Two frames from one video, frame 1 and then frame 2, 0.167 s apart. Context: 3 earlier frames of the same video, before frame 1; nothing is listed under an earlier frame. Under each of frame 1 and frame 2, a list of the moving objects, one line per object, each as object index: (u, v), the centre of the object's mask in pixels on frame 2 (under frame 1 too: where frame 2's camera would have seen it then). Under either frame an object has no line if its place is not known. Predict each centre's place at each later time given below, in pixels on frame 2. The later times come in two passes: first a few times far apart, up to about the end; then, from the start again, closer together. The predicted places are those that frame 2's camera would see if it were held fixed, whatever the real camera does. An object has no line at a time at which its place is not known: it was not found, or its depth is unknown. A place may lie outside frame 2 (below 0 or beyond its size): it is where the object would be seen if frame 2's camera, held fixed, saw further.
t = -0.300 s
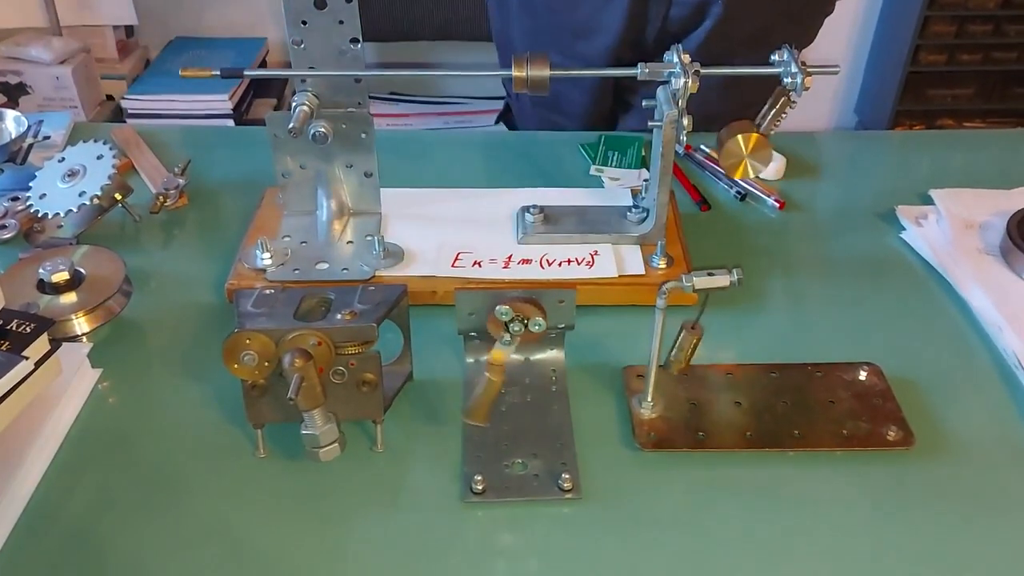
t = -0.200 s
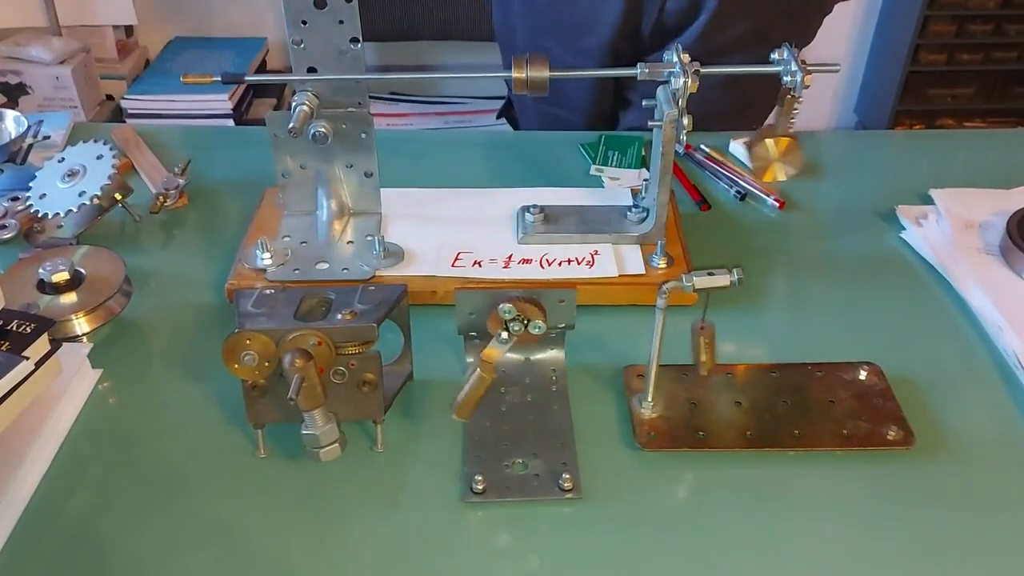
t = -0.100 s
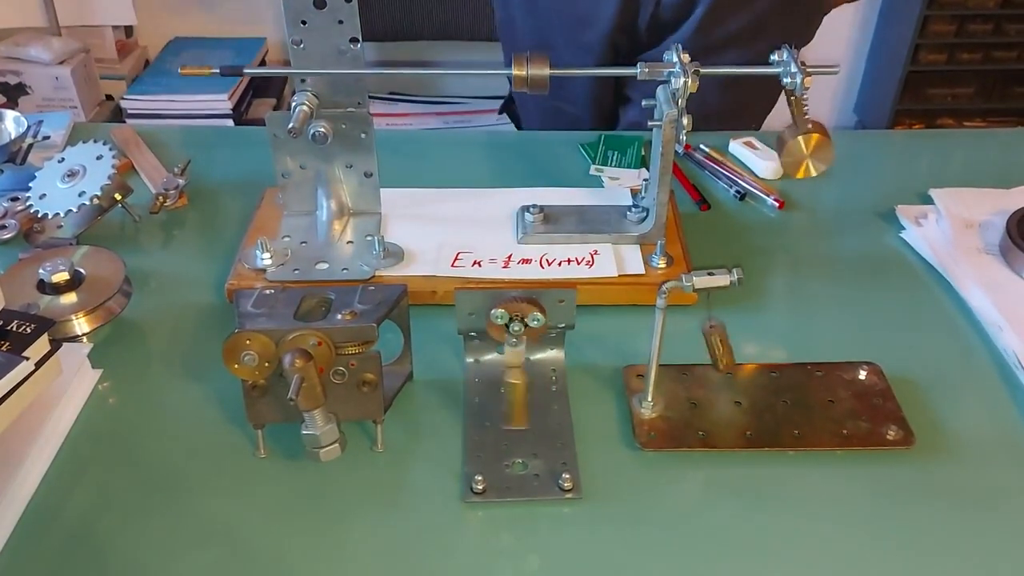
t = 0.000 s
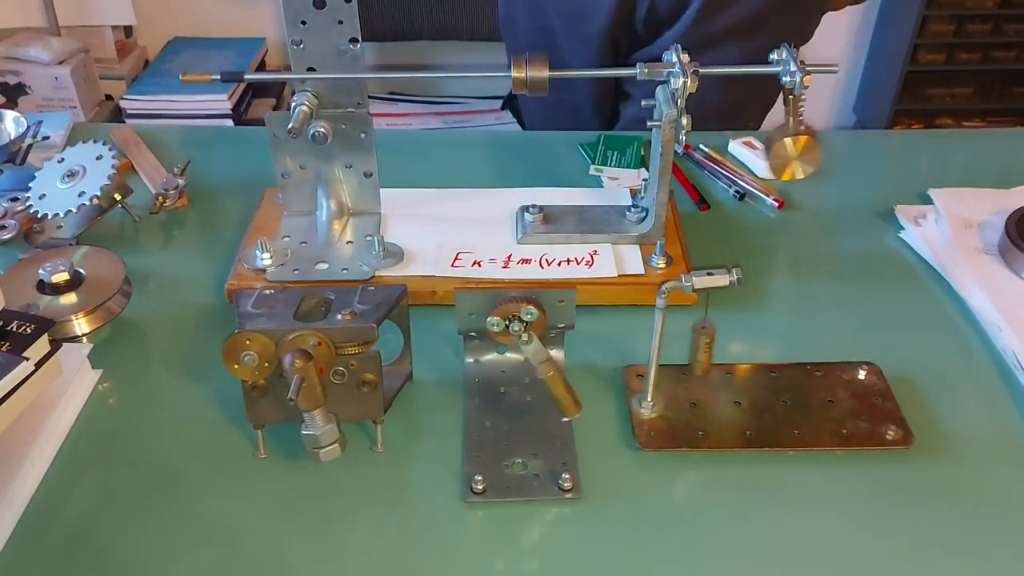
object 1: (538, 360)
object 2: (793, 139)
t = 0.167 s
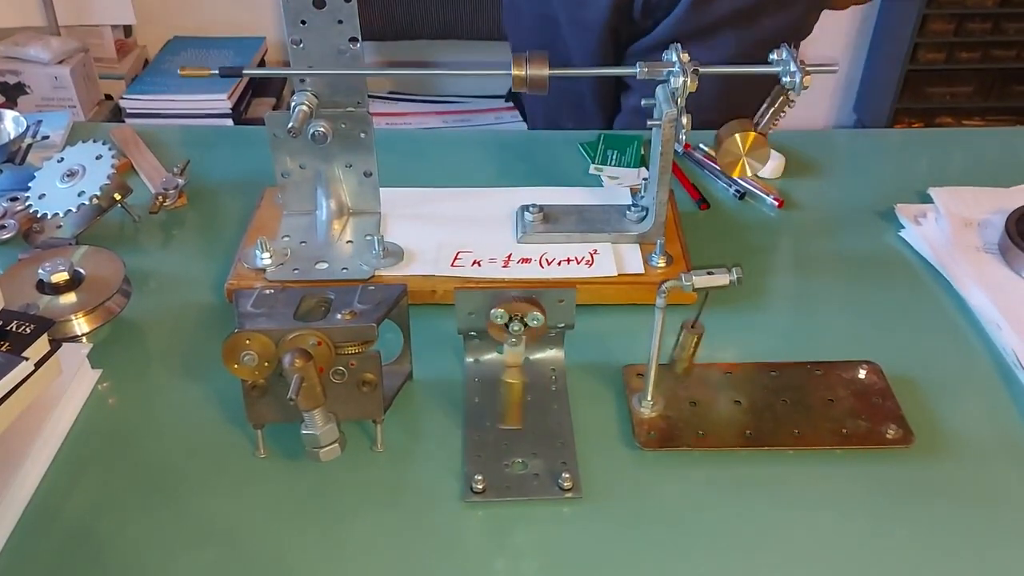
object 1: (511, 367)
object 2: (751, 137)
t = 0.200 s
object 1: (501, 364)
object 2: (751, 137)
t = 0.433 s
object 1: (517, 363)
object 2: (803, 138)
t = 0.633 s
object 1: (526, 363)
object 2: (754, 137)
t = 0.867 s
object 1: (494, 362)
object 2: (796, 138)
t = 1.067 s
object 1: (539, 361)
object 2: (772, 139)
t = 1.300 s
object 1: (490, 361)
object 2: (775, 137)
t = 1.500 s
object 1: (525, 362)
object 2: (793, 139)
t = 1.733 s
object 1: (507, 367)
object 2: (755, 136)
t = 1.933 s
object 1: (502, 363)
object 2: (803, 137)
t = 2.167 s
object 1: (529, 360)
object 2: (750, 136)
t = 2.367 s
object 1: (491, 360)
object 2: (795, 138)
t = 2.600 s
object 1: (536, 361)
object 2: (762, 140)
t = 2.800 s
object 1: (499, 363)
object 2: (772, 140)
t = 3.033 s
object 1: (521, 361)
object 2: (785, 141)
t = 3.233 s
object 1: (521, 363)
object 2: (754, 136)
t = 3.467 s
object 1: (500, 362)
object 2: (801, 137)
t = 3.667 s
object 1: (535, 362)
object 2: (751, 136)
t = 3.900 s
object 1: (492, 361)
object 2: (800, 138)
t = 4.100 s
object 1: (528, 361)
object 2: (763, 140)
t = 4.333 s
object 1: (503, 364)
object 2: (782, 141)
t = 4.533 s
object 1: (509, 364)
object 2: (785, 138)
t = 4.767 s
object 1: (522, 362)
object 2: (761, 140)
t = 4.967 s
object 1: (494, 361)
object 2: (800, 137)
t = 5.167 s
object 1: (531, 361)
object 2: (750, 137)
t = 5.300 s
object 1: (518, 363)
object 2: (770, 140)
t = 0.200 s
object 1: (501, 364)
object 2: (751, 137)
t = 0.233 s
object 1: (493, 362)
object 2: (756, 138)
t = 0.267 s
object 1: (488, 361)
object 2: (765, 139)
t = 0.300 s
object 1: (487, 361)
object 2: (778, 138)
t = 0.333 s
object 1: (491, 362)
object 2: (788, 138)
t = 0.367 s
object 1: (497, 363)
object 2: (796, 138)
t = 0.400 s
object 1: (507, 362)
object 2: (802, 138)
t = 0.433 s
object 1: (517, 363)
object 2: (803, 138)
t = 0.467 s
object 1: (527, 363)
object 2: (801, 138)
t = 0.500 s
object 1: (534, 361)
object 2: (793, 139)
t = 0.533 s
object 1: (539, 362)
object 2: (783, 139)
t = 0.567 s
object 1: (539, 362)
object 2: (771, 141)
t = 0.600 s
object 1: (534, 361)
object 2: (762, 140)
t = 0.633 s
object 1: (526, 363)
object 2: (754, 137)
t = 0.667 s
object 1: (516, 365)
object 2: (751, 136)
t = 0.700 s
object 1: (507, 365)
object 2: (751, 136)
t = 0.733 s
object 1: (497, 363)
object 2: (756, 137)
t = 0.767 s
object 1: (491, 361)
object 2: (764, 139)
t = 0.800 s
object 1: (489, 361)
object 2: (775, 140)
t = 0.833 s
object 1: (489, 361)
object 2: (787, 138)
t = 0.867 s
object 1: (494, 362)
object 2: (796, 138)
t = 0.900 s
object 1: (502, 364)
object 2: (802, 138)
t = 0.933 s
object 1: (511, 366)
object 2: (803, 138)
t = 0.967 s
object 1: (522, 363)
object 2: (801, 138)
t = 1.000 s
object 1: (531, 363)
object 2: (793, 138)
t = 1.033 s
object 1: (536, 360)
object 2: (784, 138)
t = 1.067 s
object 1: (539, 361)
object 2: (772, 139)
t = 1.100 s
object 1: (537, 361)
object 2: (763, 139)
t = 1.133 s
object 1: (531, 363)
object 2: (754, 136)
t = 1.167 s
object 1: (522, 363)
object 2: (750, 136)
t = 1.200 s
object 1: (512, 365)
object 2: (751, 136)
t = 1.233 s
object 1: (503, 364)
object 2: (755, 137)
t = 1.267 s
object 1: (494, 363)
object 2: (764, 139)
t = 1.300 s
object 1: (490, 361)
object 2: (775, 137)
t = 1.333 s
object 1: (489, 361)
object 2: (786, 138)
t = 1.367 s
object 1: (492, 361)
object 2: (796, 138)
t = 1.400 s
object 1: (497, 364)
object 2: (801, 138)
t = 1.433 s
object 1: (506, 366)
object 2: (802, 138)
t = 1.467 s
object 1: (516, 362)
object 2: (800, 138)
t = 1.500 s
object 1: (525, 362)
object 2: (793, 139)
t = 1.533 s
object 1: (533, 360)
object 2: (783, 138)
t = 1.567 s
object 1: (537, 360)
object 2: (771, 140)
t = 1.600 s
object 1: (537, 360)
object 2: (761, 139)
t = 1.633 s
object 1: (533, 360)
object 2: (754, 136)
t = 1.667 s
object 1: (525, 361)
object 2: (750, 135)
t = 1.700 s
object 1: (517, 363)
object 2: (751, 135)
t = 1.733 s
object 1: (507, 367)
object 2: (755, 136)
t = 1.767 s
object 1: (499, 362)
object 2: (763, 139)
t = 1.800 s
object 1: (492, 361)
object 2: (773, 139)
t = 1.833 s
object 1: (489, 361)
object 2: (784, 140)
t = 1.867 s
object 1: (489, 362)
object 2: (794, 138)
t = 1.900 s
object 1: (495, 361)
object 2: (800, 137)
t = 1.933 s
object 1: (502, 363)
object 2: (803, 137)
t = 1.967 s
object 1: (511, 364)
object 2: (800, 137)
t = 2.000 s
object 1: (520, 361)
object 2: (794, 137)
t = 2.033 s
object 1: (528, 360)
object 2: (784, 137)
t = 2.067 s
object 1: (535, 361)
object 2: (773, 136)
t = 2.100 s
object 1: (537, 361)
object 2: (762, 139)
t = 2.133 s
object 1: (535, 361)
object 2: (754, 136)
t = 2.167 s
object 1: (529, 360)
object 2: (750, 136)
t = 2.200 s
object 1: (521, 363)
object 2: (751, 136)
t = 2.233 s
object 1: (512, 365)
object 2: (755, 137)
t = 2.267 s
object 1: (503, 363)
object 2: (762, 140)
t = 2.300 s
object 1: (496, 362)
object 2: (773, 140)
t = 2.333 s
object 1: (491, 361)
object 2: (784, 140)
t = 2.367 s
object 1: (491, 360)
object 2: (795, 138)
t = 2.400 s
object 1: (493, 360)
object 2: (801, 137)
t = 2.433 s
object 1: (498, 363)
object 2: (803, 137)
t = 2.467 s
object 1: (506, 366)
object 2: (800, 138)
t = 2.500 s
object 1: (516, 362)
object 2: (794, 138)
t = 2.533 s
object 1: (524, 360)
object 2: (783, 141)
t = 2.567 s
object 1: (531, 360)
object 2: (772, 140)
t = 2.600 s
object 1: (536, 361)
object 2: (762, 140)
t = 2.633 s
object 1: (536, 362)
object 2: (754, 137)
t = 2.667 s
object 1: (532, 361)
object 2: (751, 136)
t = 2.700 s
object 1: (525, 360)
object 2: (750, 136)
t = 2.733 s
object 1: (517, 361)
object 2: (754, 137)
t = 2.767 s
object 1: (507, 364)
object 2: (762, 139)
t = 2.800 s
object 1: (499, 363)
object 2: (772, 140)
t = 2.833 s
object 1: (494, 361)
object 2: (784, 140)
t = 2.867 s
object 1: (490, 361)
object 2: (794, 138)
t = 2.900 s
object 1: (490, 362)
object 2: (800, 136)
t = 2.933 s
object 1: (495, 362)
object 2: (803, 136)
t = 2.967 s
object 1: (503, 363)
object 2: (801, 136)
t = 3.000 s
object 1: (512, 364)
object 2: (795, 137)
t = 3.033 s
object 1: (521, 361)
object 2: (785, 141)
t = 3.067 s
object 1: (528, 361)
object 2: (773, 140)
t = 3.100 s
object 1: (535, 362)
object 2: (763, 140)
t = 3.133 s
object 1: (537, 362)
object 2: (755, 137)
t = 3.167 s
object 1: (534, 361)
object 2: (751, 136)
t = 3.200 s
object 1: (529, 362)
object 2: (751, 136)
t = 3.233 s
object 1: (521, 363)
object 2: (754, 136)
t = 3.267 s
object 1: (512, 366)
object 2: (762, 139)
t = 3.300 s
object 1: (504, 364)
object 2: (772, 140)
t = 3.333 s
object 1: (497, 362)
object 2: (783, 141)
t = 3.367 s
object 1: (493, 361)
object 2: (794, 138)
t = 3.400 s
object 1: (492, 361)
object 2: (800, 137)
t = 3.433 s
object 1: (494, 361)
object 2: (802, 137)
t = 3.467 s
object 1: (500, 362)
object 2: (801, 137)
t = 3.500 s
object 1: (509, 362)
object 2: (795, 137)
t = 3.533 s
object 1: (516, 364)
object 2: (785, 137)
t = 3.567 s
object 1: (524, 361)
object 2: (773, 140)
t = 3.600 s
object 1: (531, 362)
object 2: (763, 140)
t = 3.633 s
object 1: (535, 362)
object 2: (755, 137)
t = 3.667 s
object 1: (535, 362)
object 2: (751, 136)
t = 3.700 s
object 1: (531, 362)
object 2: (751, 136)
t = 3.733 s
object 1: (524, 362)
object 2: (754, 136)
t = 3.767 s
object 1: (516, 364)
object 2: (762, 139)
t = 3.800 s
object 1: (508, 364)
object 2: (772, 140)
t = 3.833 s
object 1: (500, 363)
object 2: (784, 137)
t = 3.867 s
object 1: (495, 361)
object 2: (793, 138)
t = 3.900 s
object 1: (492, 361)
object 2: (800, 138)
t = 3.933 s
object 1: (493, 362)
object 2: (802, 138)
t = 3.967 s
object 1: (497, 363)
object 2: (801, 138)
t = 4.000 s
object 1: (504, 364)
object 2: (796, 138)
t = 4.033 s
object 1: (513, 364)
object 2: (786, 138)
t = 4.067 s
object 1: (520, 361)
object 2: (773, 140)
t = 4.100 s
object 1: (528, 361)
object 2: (763, 140)
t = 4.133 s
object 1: (532, 360)
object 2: (755, 137)
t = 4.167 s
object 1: (535, 361)
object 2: (751, 136)
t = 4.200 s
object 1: (532, 361)
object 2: (750, 136)
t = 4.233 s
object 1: (527, 361)
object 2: (753, 137)
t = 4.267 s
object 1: (520, 362)
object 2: (761, 140)
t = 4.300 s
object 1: (511, 364)
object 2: (771, 140)
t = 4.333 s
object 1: (503, 364)
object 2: (782, 141)
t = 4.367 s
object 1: (497, 361)
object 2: (792, 138)
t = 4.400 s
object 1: (493, 361)
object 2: (799, 138)
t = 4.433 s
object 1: (493, 361)
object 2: (802, 137)
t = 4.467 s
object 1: (495, 361)
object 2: (800, 138)
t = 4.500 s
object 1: (500, 364)
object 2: (794, 138)
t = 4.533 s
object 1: (509, 364)
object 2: (785, 138)
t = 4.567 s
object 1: (516, 363)
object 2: (775, 137)
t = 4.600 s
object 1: (523, 360)
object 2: (763, 140)
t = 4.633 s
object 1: (529, 361)
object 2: (755, 137)
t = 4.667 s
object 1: (533, 362)
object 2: (750, 136)
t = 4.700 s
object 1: (533, 362)
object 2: (750, 136)
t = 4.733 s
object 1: (528, 362)
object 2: (753, 137)
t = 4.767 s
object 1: (522, 362)
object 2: (761, 140)
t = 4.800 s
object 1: (515, 363)
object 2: (770, 140)
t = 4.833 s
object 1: (507, 365)
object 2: (781, 141)
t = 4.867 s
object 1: (500, 363)
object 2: (792, 138)
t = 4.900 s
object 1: (495, 362)
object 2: (799, 137)
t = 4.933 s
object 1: (493, 362)
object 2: (802, 137)
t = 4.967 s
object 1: (494, 361)
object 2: (800, 137)
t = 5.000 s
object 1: (499, 362)
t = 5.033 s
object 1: (505, 365)
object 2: (786, 138)
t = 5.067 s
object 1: (513, 364)
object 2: (773, 141)
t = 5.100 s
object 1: (520, 361)
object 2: (763, 140)
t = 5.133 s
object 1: (526, 361)
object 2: (754, 138)
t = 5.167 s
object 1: (531, 361)
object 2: (750, 137)
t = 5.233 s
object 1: (530, 361)
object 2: (752, 137)
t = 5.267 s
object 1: (525, 362)
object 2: (760, 140)
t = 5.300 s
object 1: (518, 363)
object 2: (770, 140)
